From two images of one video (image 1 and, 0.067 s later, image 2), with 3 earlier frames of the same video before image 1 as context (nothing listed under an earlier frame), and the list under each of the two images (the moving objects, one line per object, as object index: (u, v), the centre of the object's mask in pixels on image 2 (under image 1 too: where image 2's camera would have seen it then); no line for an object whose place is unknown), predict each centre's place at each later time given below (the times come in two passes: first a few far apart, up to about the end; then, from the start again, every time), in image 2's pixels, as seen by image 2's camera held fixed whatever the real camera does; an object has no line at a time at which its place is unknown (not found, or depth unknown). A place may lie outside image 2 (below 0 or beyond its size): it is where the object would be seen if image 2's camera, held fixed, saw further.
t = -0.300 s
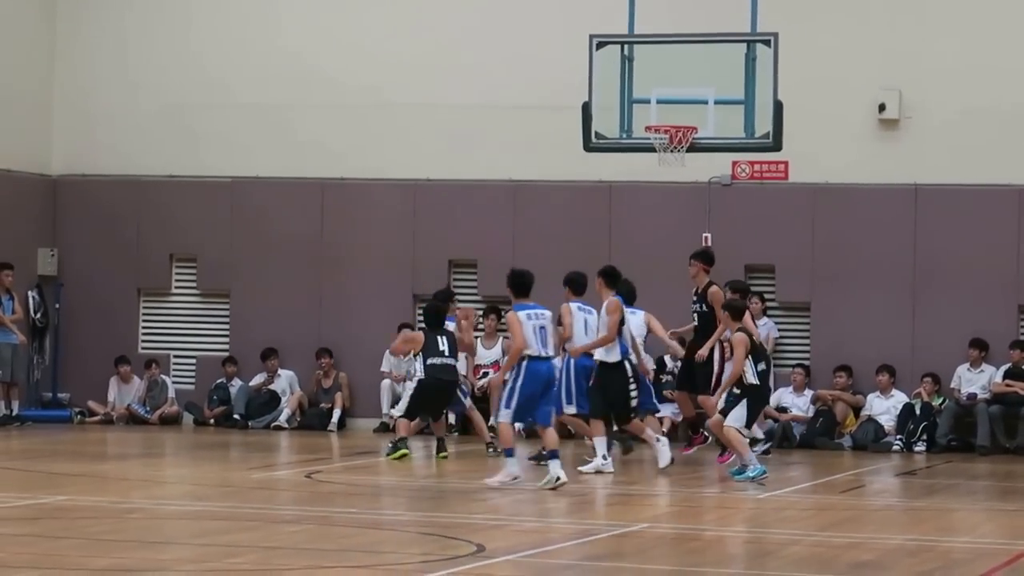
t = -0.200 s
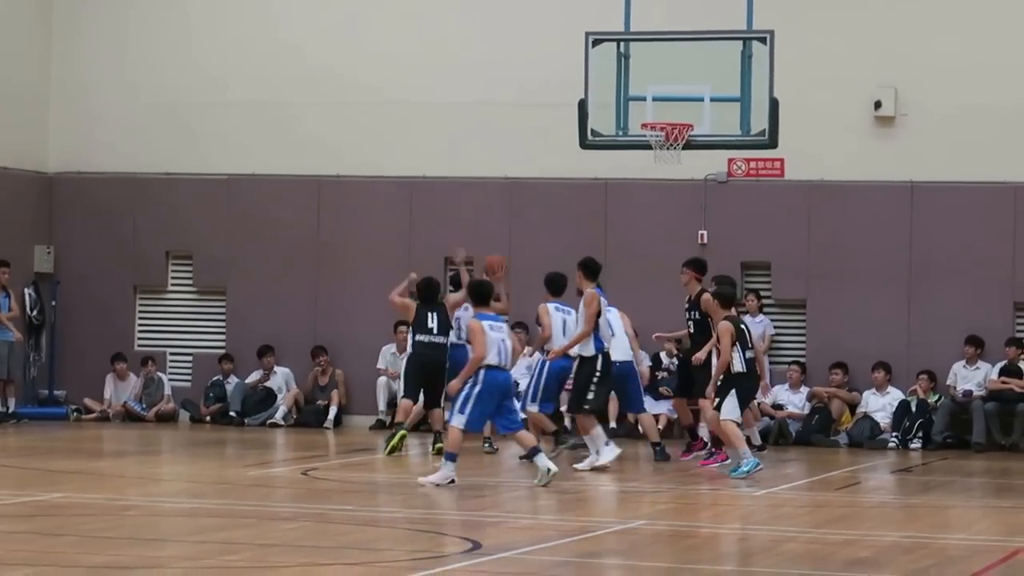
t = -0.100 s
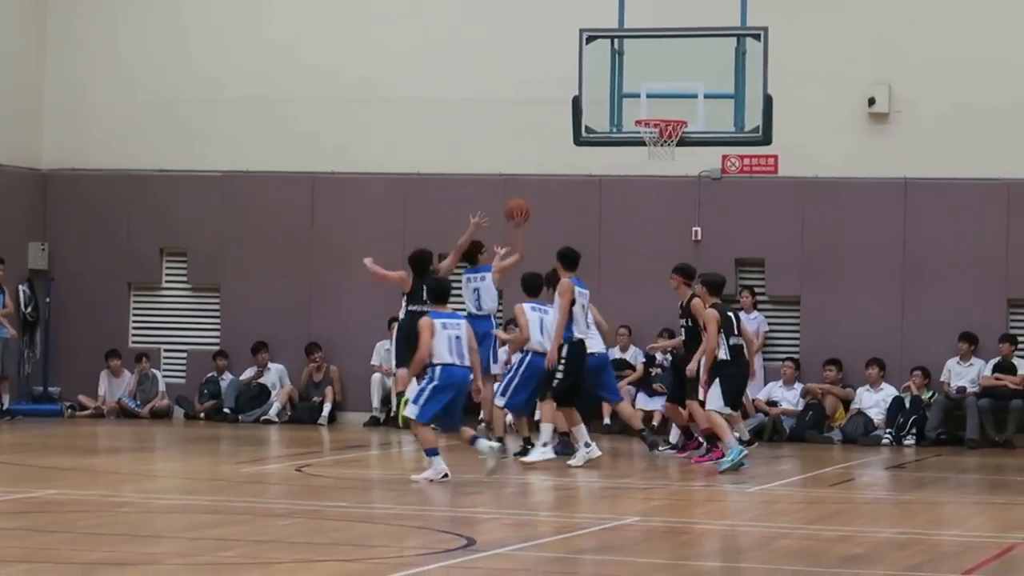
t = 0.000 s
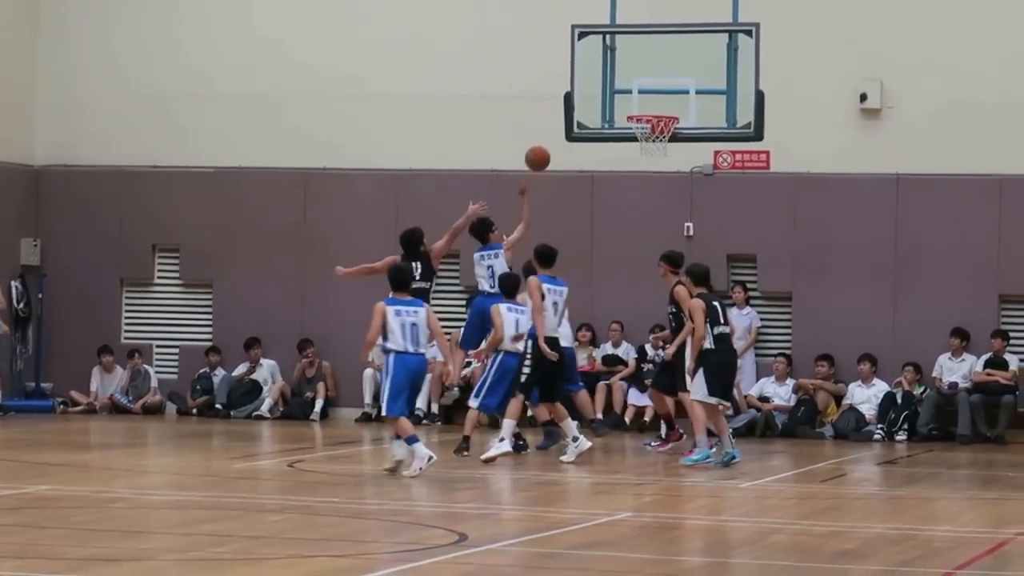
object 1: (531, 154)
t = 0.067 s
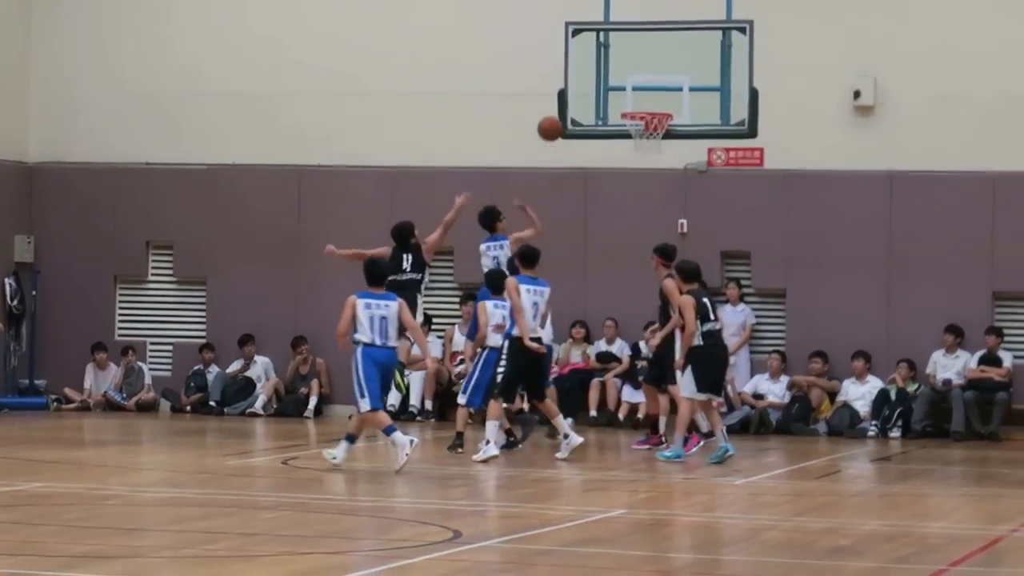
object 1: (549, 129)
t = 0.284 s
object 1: (610, 75)
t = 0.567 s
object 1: (651, 76)
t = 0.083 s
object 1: (554, 122)
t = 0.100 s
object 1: (559, 117)
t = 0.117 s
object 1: (564, 112)
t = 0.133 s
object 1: (568, 107)
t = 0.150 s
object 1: (573, 102)
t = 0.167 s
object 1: (578, 97)
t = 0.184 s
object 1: (582, 93)
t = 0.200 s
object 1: (587, 90)
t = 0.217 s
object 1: (591, 87)
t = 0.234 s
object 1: (596, 84)
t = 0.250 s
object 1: (601, 81)
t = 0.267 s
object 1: (606, 78)
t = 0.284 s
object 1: (610, 75)
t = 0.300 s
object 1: (615, 73)
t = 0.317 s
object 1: (619, 71)
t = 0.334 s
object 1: (624, 70)
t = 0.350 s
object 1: (628, 68)
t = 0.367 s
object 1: (630, 67)
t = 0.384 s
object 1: (632, 67)
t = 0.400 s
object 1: (634, 67)
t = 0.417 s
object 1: (635, 66)
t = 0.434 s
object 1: (637, 66)
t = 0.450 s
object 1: (639, 66)
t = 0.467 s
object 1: (640, 67)
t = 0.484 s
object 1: (642, 67)
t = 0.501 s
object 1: (644, 69)
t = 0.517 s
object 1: (646, 70)
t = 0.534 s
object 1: (648, 72)
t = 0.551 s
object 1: (649, 74)
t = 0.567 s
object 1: (651, 76)
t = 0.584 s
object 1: (653, 78)
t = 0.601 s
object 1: (655, 81)
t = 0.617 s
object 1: (657, 85)
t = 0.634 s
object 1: (658, 88)
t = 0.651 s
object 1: (660, 92)
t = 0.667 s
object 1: (662, 96)
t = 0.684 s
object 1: (664, 100)
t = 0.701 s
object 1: (666, 103)
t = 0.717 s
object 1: (668, 103)
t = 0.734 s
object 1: (670, 102)
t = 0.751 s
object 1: (673, 102)
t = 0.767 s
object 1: (675, 102)
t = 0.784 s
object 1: (678, 102)
